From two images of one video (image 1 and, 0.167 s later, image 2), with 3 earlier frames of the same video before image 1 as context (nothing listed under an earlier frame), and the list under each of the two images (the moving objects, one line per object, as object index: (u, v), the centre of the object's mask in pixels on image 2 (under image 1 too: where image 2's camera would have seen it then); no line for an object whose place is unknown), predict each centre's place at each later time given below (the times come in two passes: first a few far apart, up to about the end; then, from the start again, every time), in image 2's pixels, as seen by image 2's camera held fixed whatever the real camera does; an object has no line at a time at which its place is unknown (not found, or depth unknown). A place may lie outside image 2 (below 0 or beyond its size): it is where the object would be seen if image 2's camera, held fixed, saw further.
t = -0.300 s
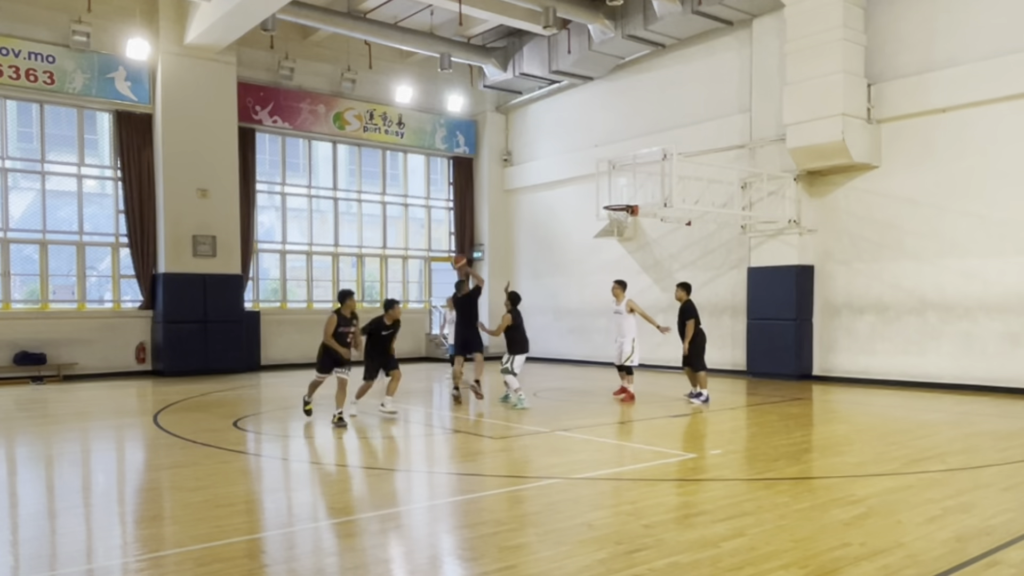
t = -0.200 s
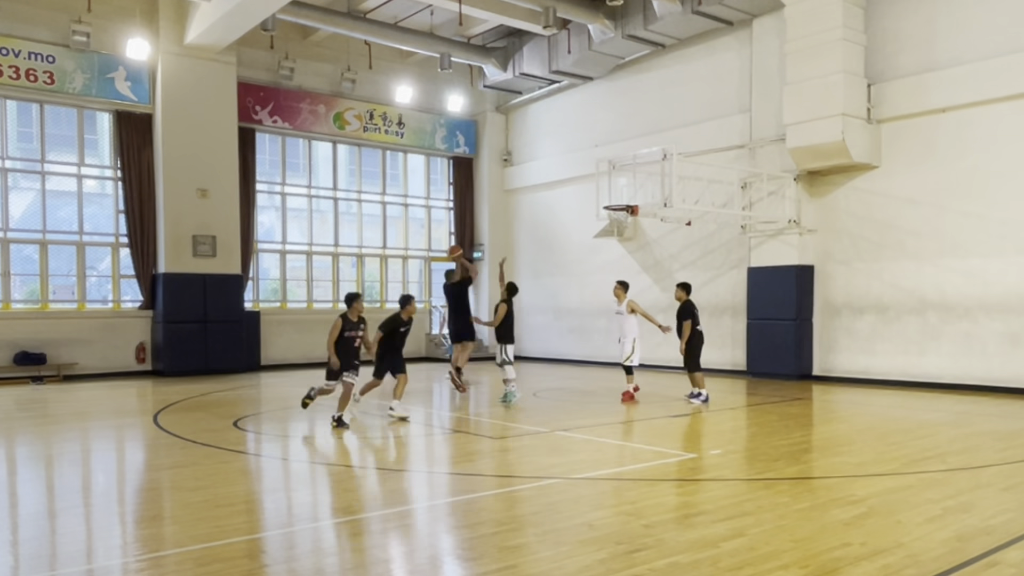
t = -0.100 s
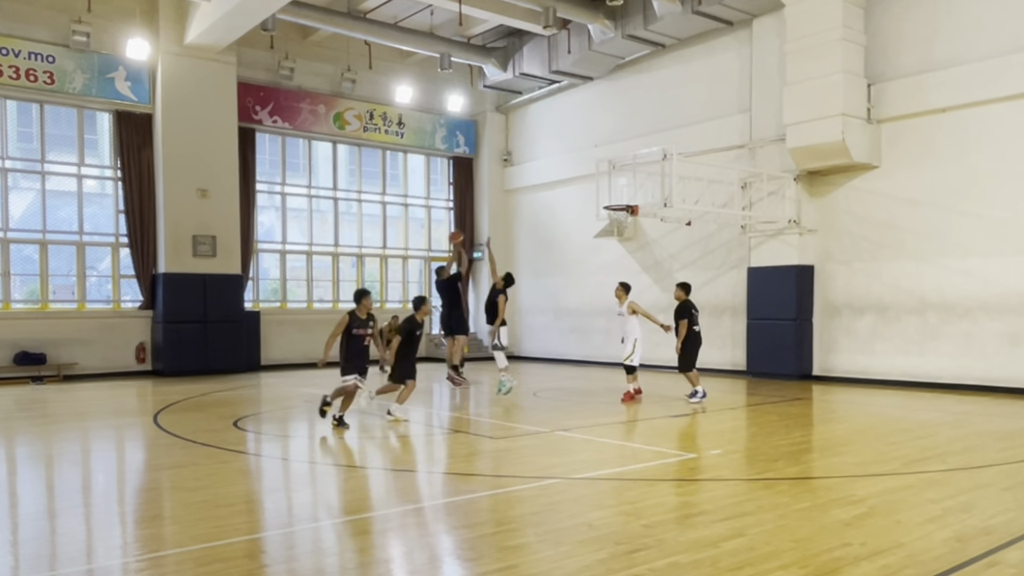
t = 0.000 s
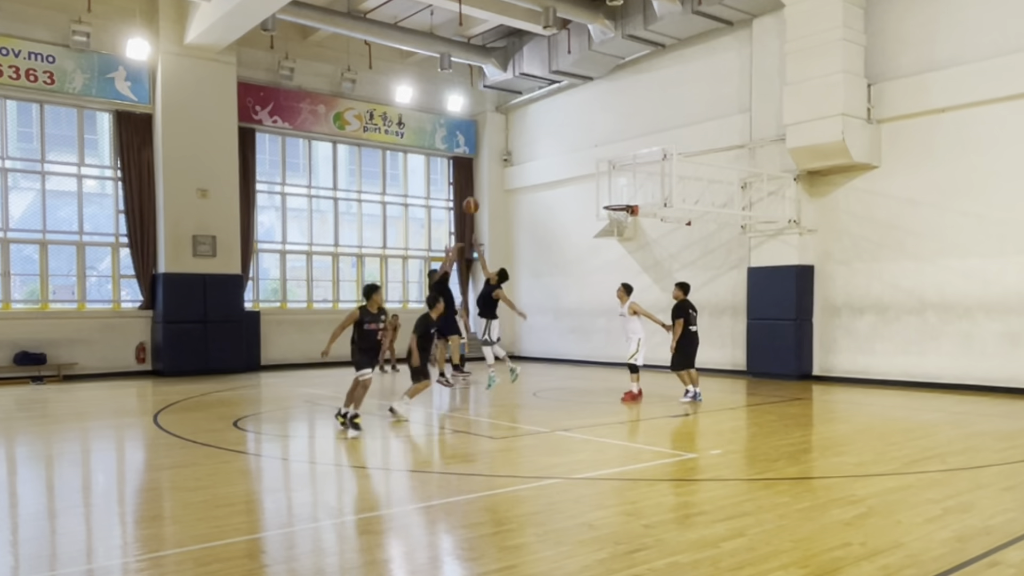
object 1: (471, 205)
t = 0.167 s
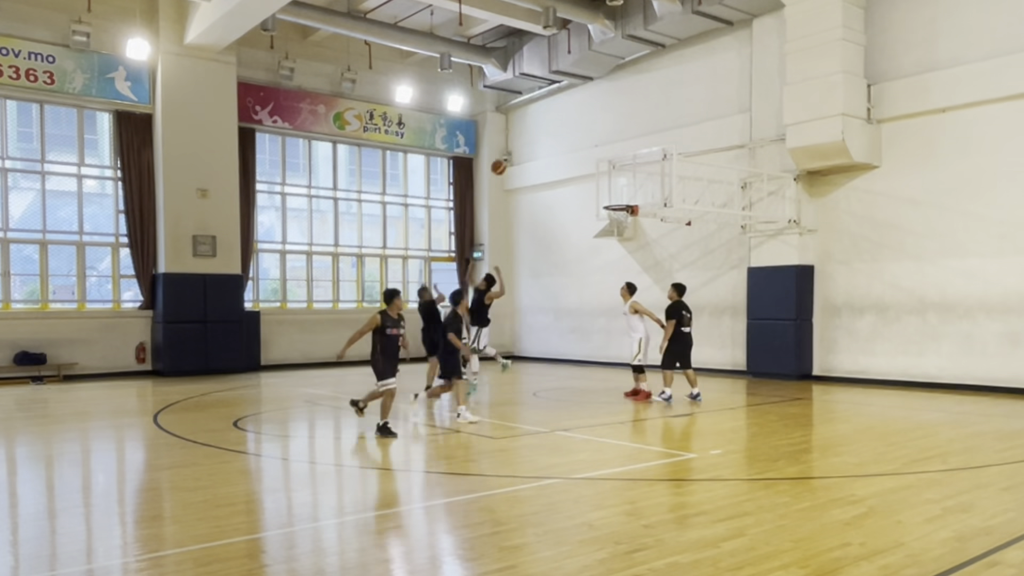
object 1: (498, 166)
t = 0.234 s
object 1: (509, 157)
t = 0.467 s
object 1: (544, 143)
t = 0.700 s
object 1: (578, 164)
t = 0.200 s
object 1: (504, 161)
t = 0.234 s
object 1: (509, 157)
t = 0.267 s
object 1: (514, 153)
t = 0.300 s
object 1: (519, 149)
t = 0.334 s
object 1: (524, 147)
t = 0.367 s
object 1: (529, 143)
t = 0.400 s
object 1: (534, 143)
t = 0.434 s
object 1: (539, 143)
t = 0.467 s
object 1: (544, 143)
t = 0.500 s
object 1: (549, 144)
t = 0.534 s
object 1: (554, 146)
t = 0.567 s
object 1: (559, 148)
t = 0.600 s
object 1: (564, 150)
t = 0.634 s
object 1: (568, 154)
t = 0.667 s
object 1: (573, 159)
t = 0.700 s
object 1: (578, 164)
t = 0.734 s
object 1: (583, 170)
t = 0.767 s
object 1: (588, 176)
